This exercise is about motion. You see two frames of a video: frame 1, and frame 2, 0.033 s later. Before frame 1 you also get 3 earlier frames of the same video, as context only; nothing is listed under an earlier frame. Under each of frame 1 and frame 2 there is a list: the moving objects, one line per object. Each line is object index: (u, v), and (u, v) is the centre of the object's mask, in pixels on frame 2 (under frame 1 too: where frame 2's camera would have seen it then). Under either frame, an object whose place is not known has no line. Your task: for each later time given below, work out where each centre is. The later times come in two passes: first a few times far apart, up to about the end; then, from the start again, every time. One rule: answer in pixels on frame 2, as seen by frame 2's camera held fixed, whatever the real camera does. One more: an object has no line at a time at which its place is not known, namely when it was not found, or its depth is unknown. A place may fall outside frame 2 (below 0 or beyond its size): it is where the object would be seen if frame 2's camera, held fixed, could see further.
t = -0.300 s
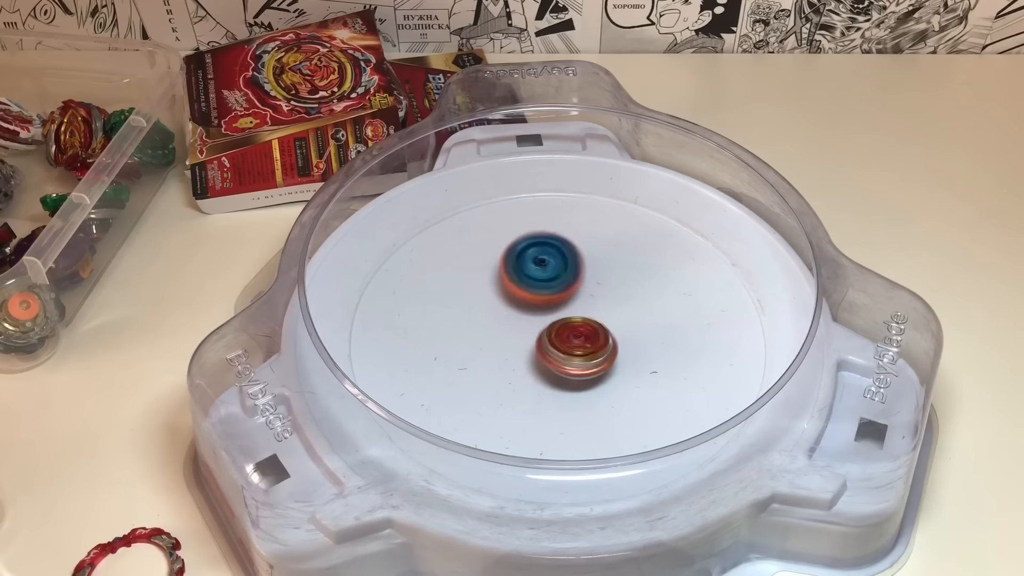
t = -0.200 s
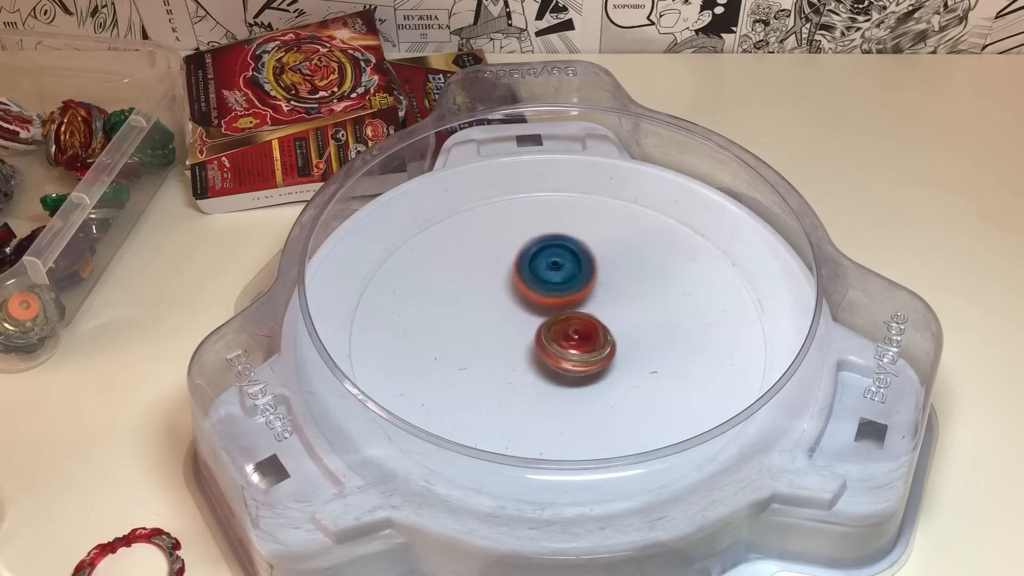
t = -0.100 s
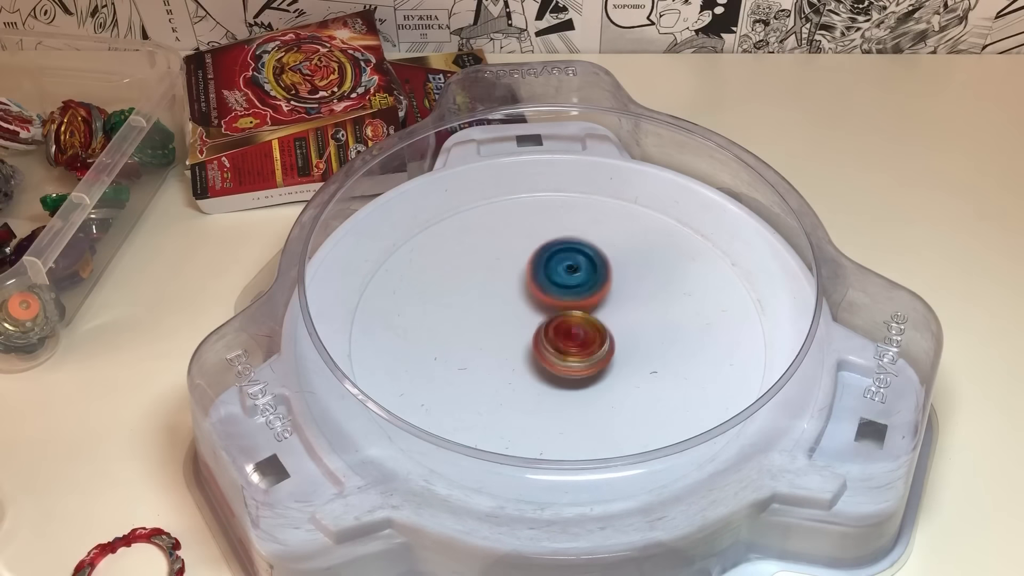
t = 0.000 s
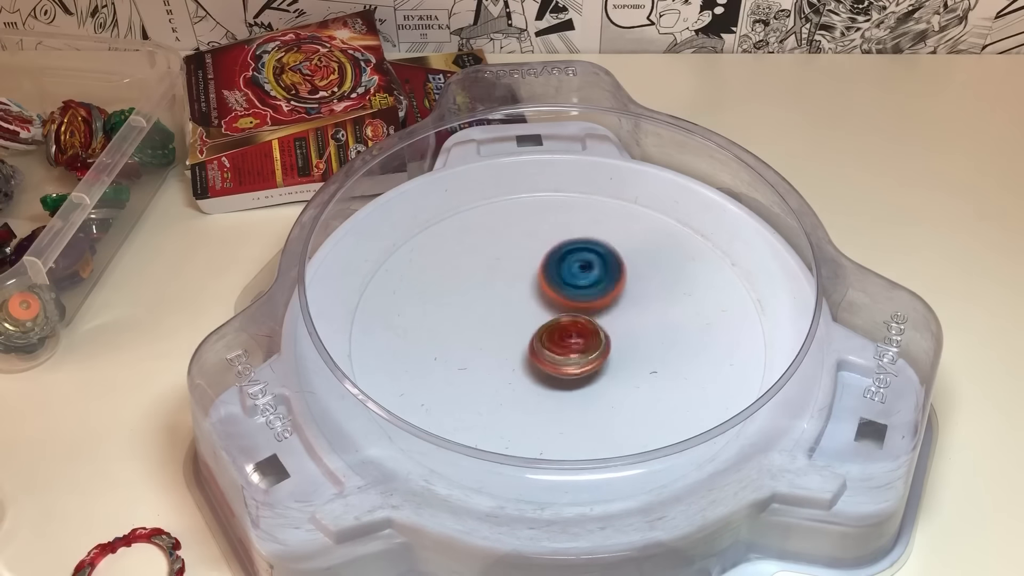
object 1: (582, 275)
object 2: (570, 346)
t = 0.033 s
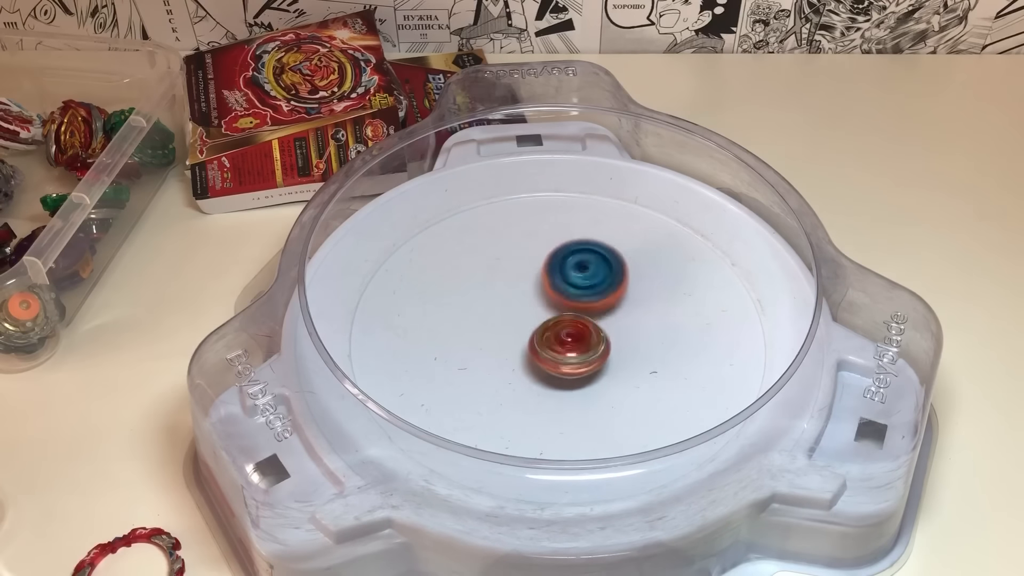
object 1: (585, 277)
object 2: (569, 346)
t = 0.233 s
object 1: (605, 290)
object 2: (558, 347)
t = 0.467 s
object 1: (627, 308)
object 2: (551, 339)
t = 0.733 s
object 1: (646, 323)
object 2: (556, 330)
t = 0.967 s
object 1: (639, 335)
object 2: (548, 323)
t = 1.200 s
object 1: (606, 366)
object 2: (549, 309)
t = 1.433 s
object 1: (573, 377)
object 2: (572, 293)
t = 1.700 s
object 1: (552, 353)
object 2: (635, 318)
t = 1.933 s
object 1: (568, 348)
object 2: (623, 301)
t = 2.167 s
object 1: (569, 359)
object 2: (586, 298)
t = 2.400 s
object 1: (560, 382)
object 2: (579, 318)
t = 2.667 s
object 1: (547, 384)
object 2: (597, 330)
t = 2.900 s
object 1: (516, 363)
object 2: (597, 332)
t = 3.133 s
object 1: (498, 362)
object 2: (597, 332)
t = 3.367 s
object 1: (527, 370)
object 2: (598, 332)
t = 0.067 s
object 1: (588, 279)
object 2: (570, 346)
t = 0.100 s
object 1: (592, 281)
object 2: (569, 346)
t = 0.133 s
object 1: (594, 284)
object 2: (568, 347)
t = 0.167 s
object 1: (598, 286)
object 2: (566, 347)
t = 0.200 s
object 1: (601, 289)
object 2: (562, 347)
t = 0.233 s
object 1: (605, 290)
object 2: (558, 347)
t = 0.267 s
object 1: (609, 293)
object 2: (556, 347)
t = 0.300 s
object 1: (611, 296)
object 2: (556, 346)
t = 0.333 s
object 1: (614, 299)
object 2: (556, 345)
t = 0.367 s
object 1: (617, 302)
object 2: (554, 344)
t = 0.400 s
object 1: (621, 304)
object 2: (552, 343)
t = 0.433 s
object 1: (624, 306)
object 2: (551, 342)
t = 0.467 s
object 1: (627, 308)
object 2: (551, 339)
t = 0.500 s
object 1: (631, 310)
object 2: (551, 338)
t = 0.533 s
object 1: (634, 312)
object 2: (551, 337)
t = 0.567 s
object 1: (637, 314)
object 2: (552, 335)
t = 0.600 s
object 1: (639, 317)
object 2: (553, 334)
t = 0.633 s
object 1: (643, 319)
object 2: (552, 332)
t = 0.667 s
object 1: (644, 320)
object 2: (553, 330)
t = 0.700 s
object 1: (645, 321)
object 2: (557, 330)
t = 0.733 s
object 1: (646, 323)
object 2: (556, 330)
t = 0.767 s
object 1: (647, 324)
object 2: (555, 330)
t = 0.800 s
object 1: (647, 326)
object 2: (555, 330)
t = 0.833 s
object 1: (645, 327)
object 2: (556, 329)
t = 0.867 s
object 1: (644, 329)
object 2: (554, 327)
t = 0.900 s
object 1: (642, 331)
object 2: (552, 327)
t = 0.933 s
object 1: (640, 332)
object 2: (552, 326)
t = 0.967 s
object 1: (639, 335)
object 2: (548, 323)
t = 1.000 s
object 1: (637, 338)
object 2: (545, 321)
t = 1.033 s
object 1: (633, 340)
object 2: (544, 319)
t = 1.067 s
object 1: (629, 343)
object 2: (547, 318)
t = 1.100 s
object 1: (623, 344)
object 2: (548, 318)
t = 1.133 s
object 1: (617, 350)
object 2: (547, 319)
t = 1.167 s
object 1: (611, 355)
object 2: (546, 318)
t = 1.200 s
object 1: (606, 366)
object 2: (549, 309)
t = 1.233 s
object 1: (600, 374)
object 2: (552, 300)
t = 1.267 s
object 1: (595, 380)
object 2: (557, 295)
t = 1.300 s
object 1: (591, 379)
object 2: (562, 289)
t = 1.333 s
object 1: (586, 381)
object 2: (565, 287)
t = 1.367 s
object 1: (582, 379)
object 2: (568, 288)
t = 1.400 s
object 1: (577, 379)
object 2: (570, 290)
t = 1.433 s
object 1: (573, 377)
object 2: (572, 293)
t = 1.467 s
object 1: (570, 374)
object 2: (574, 297)
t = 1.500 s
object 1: (568, 371)
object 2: (577, 302)
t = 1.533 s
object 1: (566, 368)
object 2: (583, 307)
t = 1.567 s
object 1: (560, 366)
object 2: (592, 311)
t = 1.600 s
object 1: (555, 363)
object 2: (605, 317)
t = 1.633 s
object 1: (550, 362)
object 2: (616, 322)
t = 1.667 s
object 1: (549, 358)
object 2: (627, 321)
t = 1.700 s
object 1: (552, 353)
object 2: (635, 318)
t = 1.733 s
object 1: (554, 352)
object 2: (637, 314)
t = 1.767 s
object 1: (555, 351)
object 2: (636, 311)
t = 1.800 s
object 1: (557, 350)
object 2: (634, 309)
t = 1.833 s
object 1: (560, 348)
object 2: (632, 305)
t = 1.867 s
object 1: (562, 348)
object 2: (629, 304)
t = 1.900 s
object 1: (566, 347)
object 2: (627, 301)
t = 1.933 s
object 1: (568, 348)
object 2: (623, 301)
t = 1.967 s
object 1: (570, 348)
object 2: (618, 299)
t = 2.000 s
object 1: (572, 348)
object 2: (614, 297)
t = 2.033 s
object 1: (572, 348)
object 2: (609, 295)
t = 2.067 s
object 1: (573, 349)
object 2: (603, 294)
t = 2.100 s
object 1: (573, 351)
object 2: (596, 294)
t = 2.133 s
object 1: (571, 354)
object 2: (590, 296)
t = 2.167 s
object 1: (569, 359)
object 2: (586, 298)
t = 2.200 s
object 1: (568, 363)
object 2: (583, 300)
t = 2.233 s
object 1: (566, 367)
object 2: (580, 303)
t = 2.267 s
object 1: (565, 372)
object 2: (577, 306)
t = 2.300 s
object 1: (565, 374)
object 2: (576, 308)
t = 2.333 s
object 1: (563, 377)
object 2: (574, 311)
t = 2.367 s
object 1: (563, 378)
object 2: (576, 314)
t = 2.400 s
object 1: (560, 382)
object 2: (579, 318)
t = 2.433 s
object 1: (559, 383)
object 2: (583, 322)
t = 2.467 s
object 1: (556, 385)
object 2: (586, 324)
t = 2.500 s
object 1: (555, 386)
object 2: (589, 327)
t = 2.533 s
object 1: (555, 387)
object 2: (592, 328)
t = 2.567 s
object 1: (552, 387)
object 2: (594, 329)
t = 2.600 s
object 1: (551, 386)
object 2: (595, 330)
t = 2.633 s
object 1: (549, 386)
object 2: (596, 330)
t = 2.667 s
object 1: (547, 384)
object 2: (597, 330)
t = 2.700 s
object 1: (545, 381)
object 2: (598, 331)
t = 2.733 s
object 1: (542, 379)
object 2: (598, 331)
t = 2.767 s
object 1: (539, 376)
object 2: (598, 332)
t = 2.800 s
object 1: (535, 374)
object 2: (597, 332)
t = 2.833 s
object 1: (530, 372)
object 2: (597, 332)
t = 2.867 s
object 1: (523, 366)
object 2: (597, 332)
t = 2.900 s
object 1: (516, 363)
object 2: (597, 332)
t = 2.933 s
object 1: (510, 362)
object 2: (598, 332)
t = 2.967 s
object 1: (504, 362)
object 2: (598, 332)
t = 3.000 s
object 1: (501, 361)
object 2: (597, 332)
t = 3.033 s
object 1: (499, 362)
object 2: (597, 332)
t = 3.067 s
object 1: (498, 362)
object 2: (598, 332)
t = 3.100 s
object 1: (498, 361)
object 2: (598, 332)
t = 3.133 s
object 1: (498, 362)
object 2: (597, 332)
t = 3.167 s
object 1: (500, 361)
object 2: (598, 332)
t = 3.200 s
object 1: (503, 362)
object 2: (598, 332)
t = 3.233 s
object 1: (507, 362)
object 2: (598, 332)
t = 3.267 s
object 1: (513, 362)
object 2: (598, 332)
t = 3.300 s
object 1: (519, 363)
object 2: (597, 332)
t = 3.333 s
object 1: (523, 367)
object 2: (598, 332)
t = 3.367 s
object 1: (527, 370)
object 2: (598, 332)
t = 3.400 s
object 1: (528, 372)
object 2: (598, 332)
